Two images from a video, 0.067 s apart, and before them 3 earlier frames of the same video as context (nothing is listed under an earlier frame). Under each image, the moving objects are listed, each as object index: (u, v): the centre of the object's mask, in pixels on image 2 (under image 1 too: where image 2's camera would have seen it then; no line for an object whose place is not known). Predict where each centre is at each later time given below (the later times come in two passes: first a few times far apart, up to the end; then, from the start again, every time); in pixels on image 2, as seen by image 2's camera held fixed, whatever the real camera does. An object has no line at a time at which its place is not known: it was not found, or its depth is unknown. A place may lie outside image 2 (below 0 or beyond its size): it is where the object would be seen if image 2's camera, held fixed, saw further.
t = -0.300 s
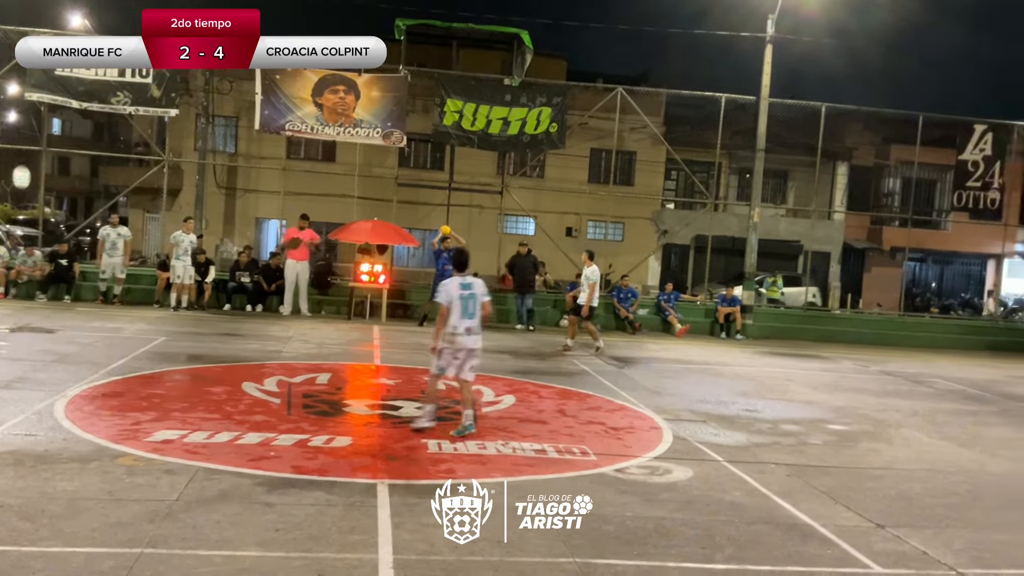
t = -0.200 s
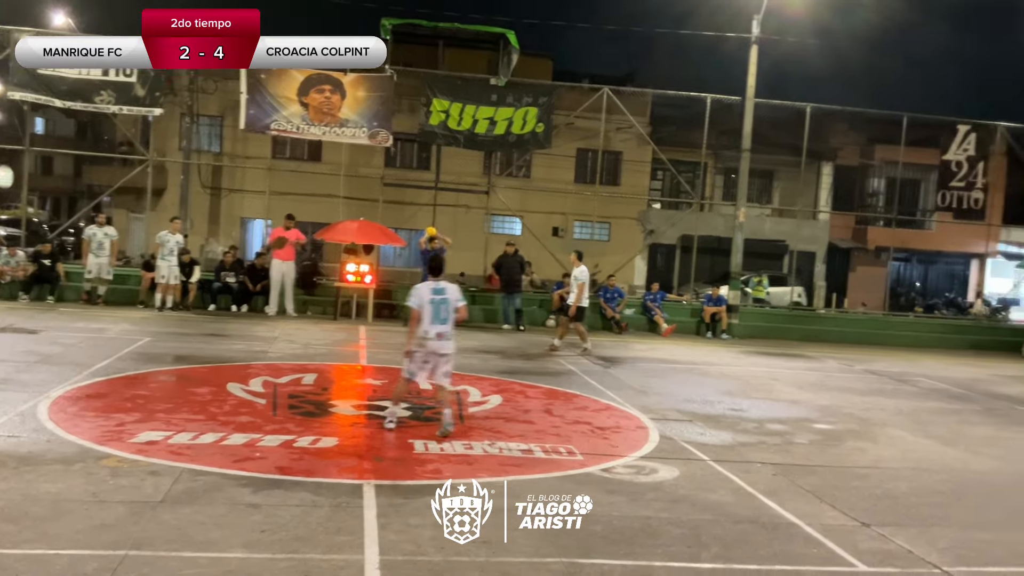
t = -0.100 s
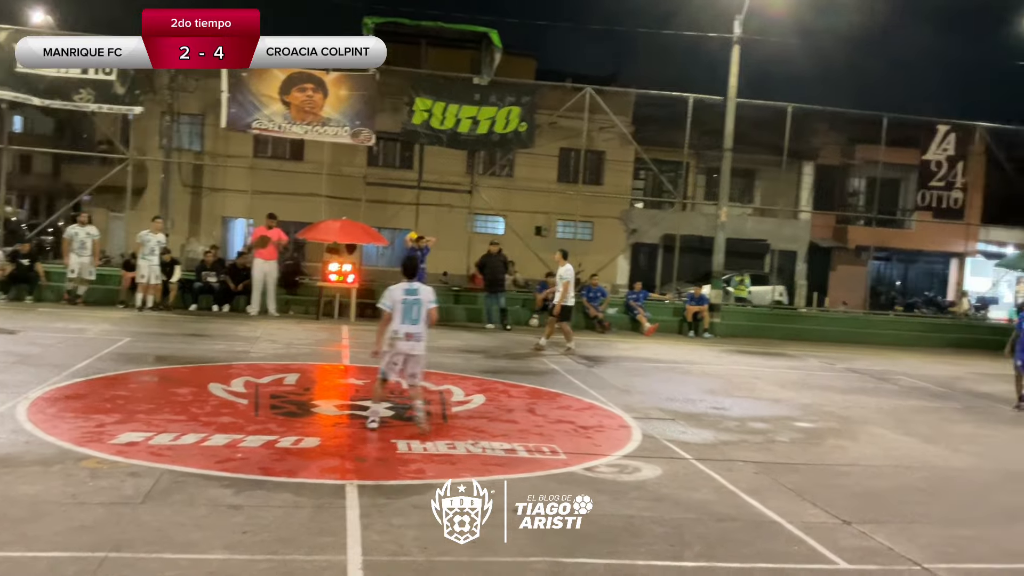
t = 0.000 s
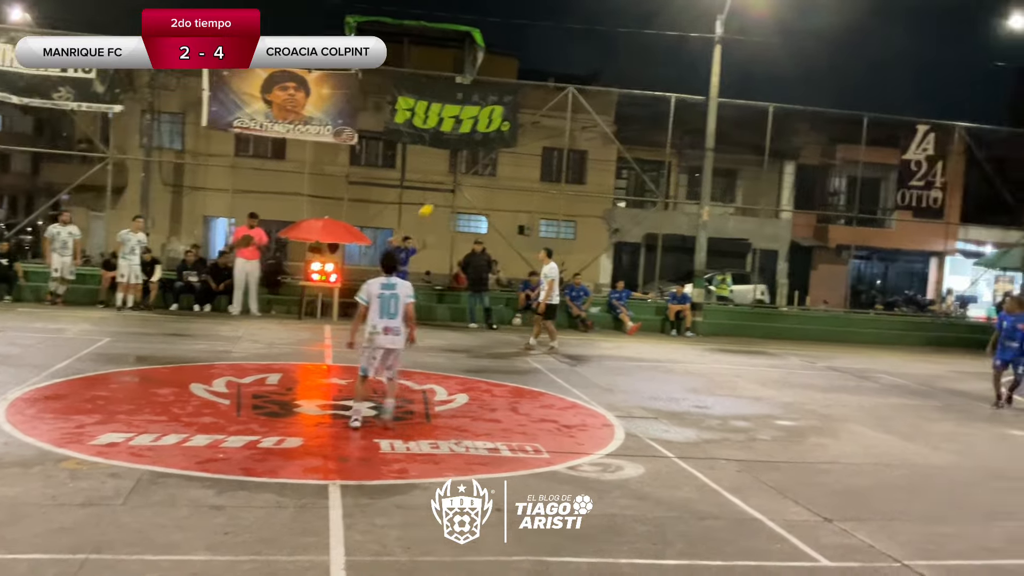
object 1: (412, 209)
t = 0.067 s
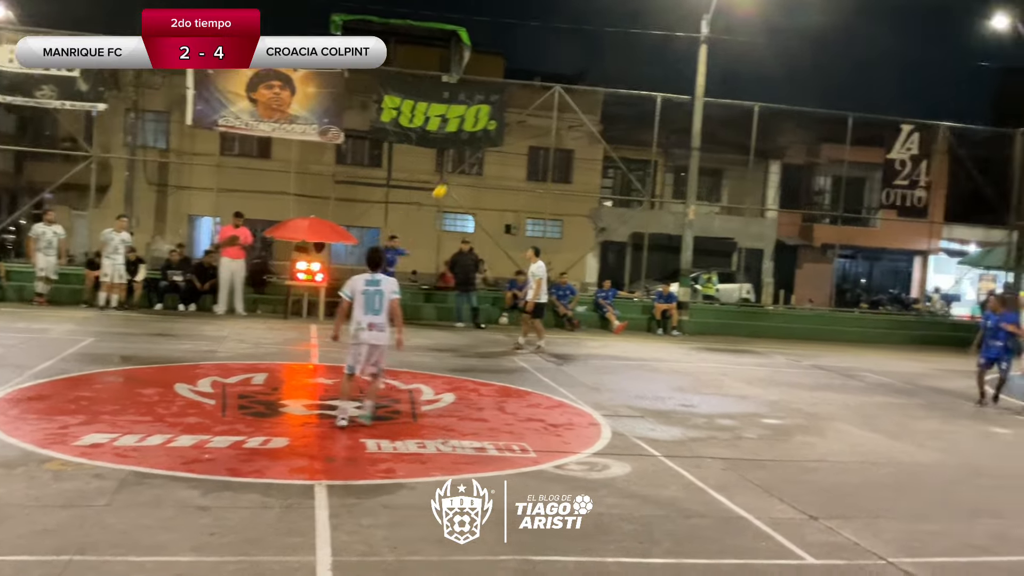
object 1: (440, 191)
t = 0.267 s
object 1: (527, 150)
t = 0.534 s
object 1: (660, 127)
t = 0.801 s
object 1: (818, 151)
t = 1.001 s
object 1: (957, 210)
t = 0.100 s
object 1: (454, 182)
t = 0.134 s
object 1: (468, 176)
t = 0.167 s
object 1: (482, 169)
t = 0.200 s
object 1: (497, 162)
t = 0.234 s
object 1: (512, 156)
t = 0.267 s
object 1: (527, 150)
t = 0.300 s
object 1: (542, 146)
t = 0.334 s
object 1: (558, 141)
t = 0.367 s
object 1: (574, 137)
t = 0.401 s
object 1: (591, 133)
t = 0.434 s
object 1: (607, 131)
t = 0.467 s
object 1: (624, 129)
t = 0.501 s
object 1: (642, 128)
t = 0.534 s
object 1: (660, 127)
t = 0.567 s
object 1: (678, 127)
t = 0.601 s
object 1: (697, 128)
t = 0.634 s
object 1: (716, 130)
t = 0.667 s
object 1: (735, 132)
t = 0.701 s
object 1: (755, 136)
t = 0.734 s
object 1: (776, 140)
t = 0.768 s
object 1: (796, 145)
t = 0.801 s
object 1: (818, 151)
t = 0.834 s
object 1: (839, 158)
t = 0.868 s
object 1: (862, 167)
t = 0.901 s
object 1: (885, 176)
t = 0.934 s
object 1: (908, 186)
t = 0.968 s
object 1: (932, 197)
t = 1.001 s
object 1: (957, 210)
